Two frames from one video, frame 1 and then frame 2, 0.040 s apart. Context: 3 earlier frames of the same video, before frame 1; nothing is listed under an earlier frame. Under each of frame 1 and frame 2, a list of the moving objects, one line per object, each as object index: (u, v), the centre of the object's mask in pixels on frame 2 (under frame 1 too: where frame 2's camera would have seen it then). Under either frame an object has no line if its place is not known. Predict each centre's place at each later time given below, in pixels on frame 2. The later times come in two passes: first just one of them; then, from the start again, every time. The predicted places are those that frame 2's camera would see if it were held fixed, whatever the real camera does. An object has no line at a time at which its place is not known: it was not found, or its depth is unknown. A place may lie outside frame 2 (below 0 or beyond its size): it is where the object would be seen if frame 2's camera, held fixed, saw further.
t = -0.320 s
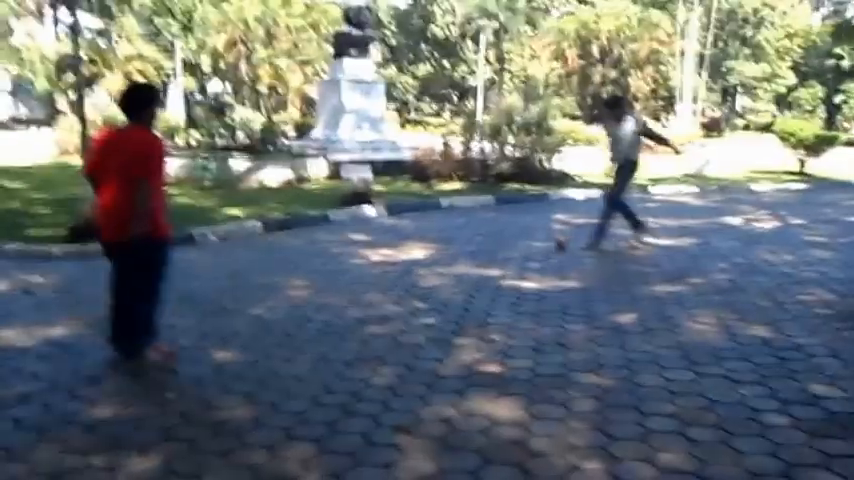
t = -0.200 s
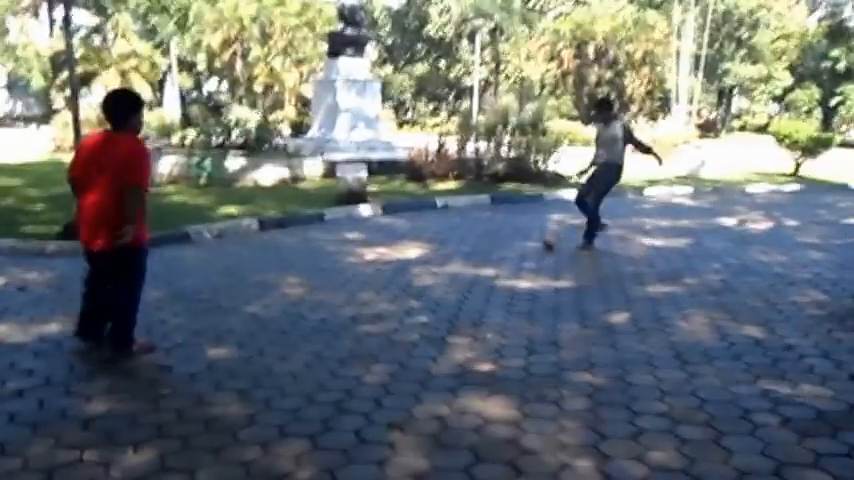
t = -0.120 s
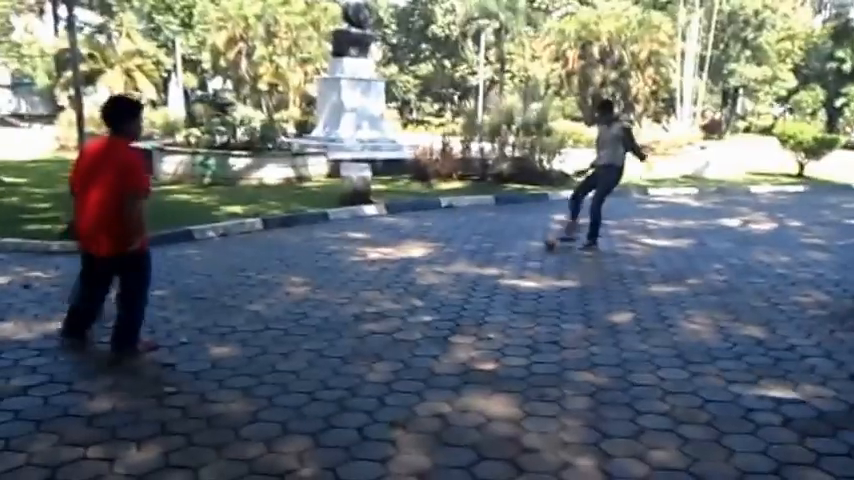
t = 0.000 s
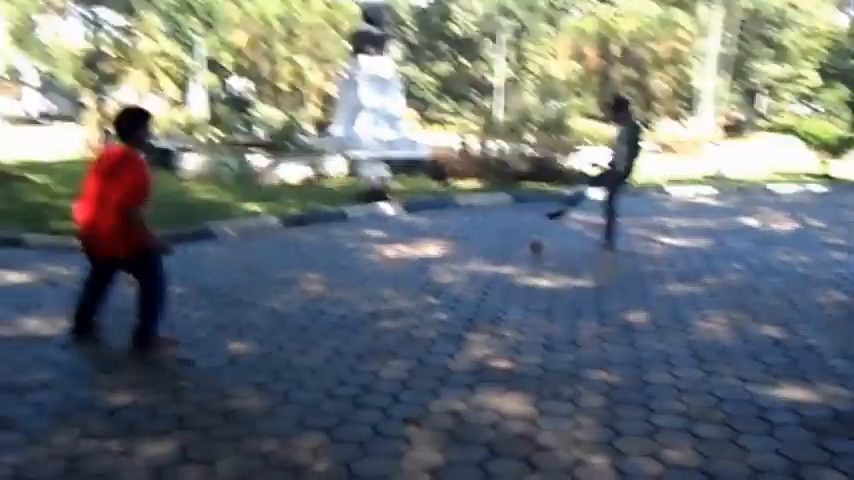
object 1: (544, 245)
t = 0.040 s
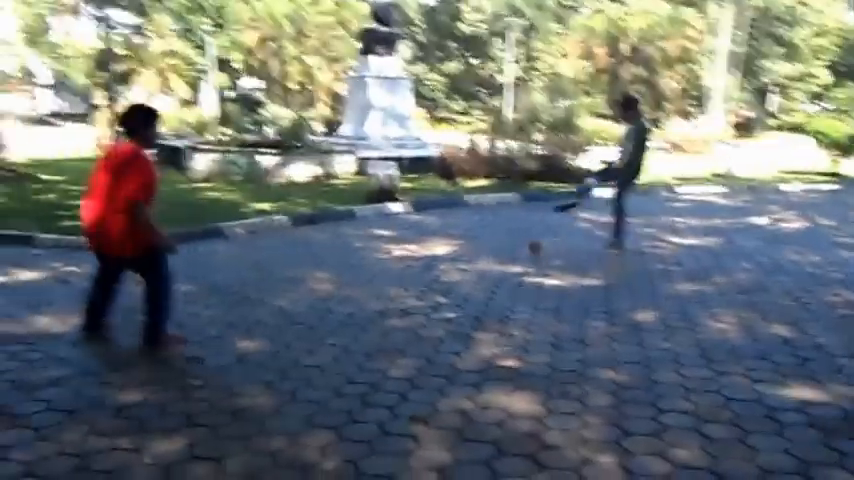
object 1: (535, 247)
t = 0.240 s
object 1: (474, 263)
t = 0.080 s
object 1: (525, 251)
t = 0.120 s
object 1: (517, 255)
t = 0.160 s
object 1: (505, 260)
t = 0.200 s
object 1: (485, 265)
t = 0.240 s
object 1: (474, 263)
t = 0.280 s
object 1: (465, 265)
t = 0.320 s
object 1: (454, 269)
